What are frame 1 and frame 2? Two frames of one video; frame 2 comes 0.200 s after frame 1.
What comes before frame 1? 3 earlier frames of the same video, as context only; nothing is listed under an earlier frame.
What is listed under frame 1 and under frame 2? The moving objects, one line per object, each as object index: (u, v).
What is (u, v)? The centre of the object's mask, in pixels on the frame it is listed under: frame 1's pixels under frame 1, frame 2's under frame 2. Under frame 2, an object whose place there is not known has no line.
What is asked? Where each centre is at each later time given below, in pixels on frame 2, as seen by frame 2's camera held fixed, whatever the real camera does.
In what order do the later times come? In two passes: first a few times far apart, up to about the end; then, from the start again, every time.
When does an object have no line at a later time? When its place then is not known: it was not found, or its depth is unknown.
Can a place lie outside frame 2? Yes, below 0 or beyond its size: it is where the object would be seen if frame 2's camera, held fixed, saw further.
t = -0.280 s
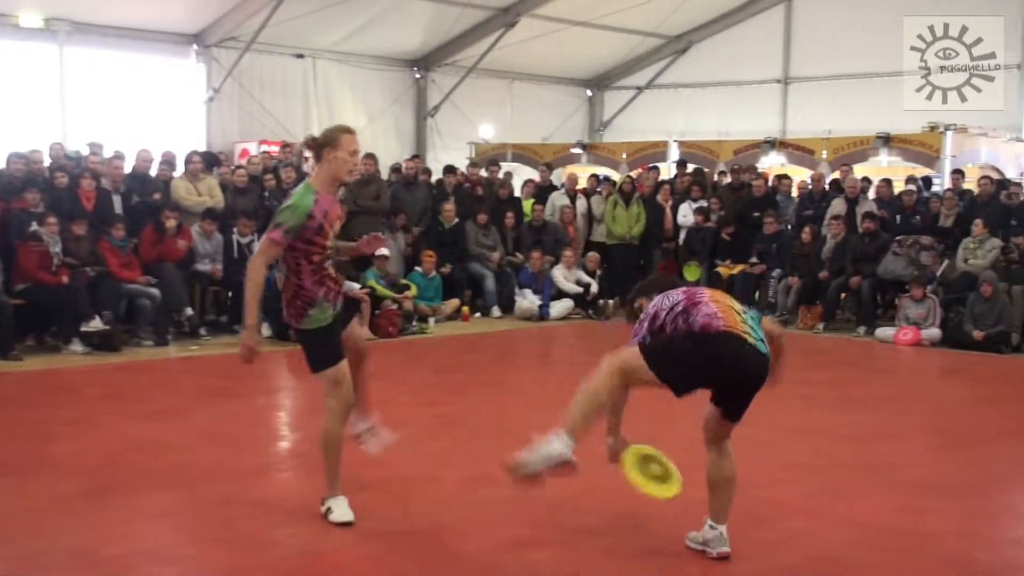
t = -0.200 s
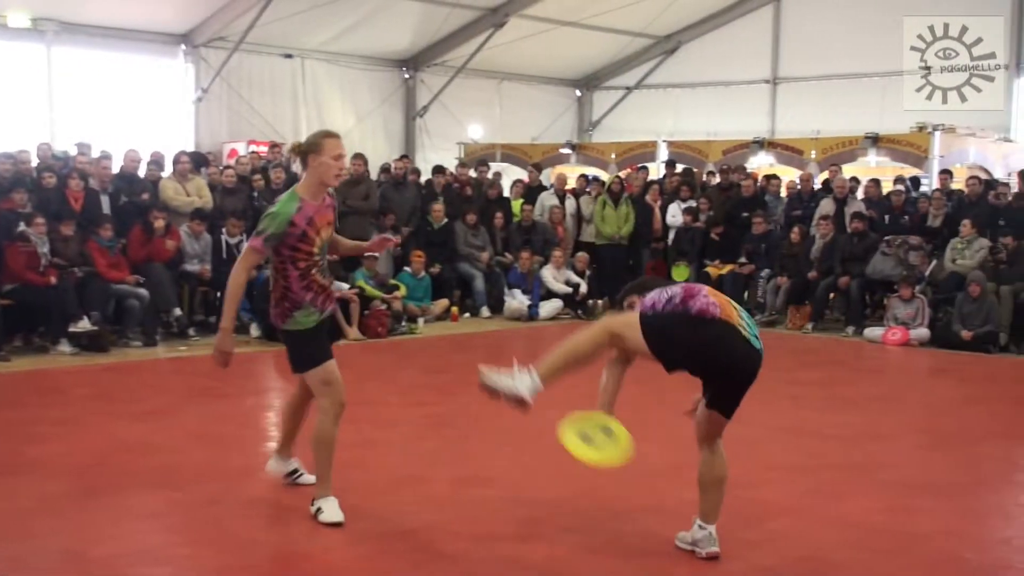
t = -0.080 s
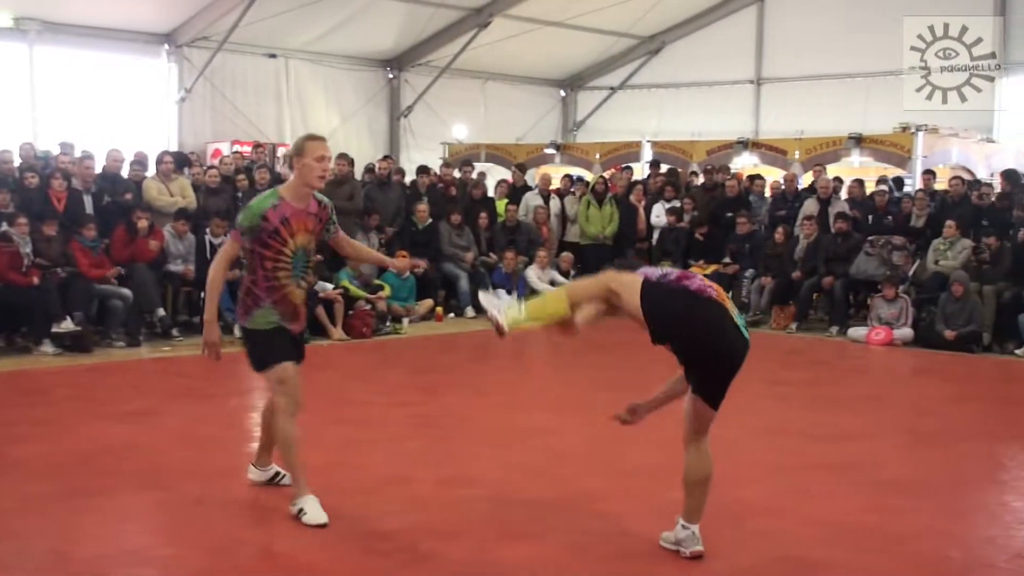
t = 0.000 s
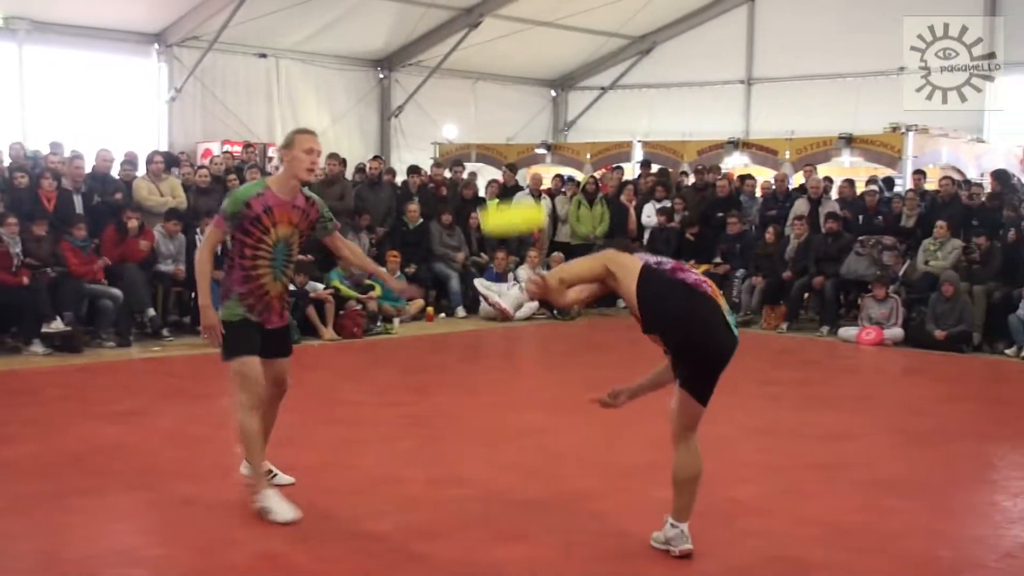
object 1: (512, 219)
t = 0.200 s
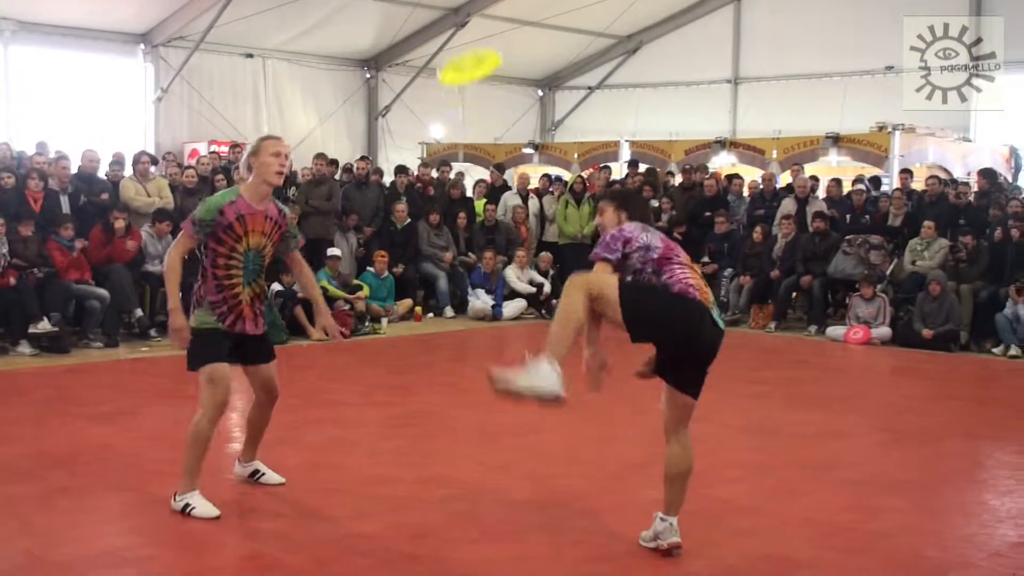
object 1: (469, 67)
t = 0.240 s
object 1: (463, 51)
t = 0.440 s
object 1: (436, 30)
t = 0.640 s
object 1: (410, 97)
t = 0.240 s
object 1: (463, 51)
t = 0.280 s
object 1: (457, 39)
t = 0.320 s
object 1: (451, 30)
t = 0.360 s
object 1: (446, 27)
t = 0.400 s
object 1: (440, 26)
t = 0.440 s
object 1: (436, 30)
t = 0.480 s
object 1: (431, 36)
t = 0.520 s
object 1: (425, 46)
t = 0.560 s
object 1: (421, 60)
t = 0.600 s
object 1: (416, 76)
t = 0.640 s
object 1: (410, 97)
